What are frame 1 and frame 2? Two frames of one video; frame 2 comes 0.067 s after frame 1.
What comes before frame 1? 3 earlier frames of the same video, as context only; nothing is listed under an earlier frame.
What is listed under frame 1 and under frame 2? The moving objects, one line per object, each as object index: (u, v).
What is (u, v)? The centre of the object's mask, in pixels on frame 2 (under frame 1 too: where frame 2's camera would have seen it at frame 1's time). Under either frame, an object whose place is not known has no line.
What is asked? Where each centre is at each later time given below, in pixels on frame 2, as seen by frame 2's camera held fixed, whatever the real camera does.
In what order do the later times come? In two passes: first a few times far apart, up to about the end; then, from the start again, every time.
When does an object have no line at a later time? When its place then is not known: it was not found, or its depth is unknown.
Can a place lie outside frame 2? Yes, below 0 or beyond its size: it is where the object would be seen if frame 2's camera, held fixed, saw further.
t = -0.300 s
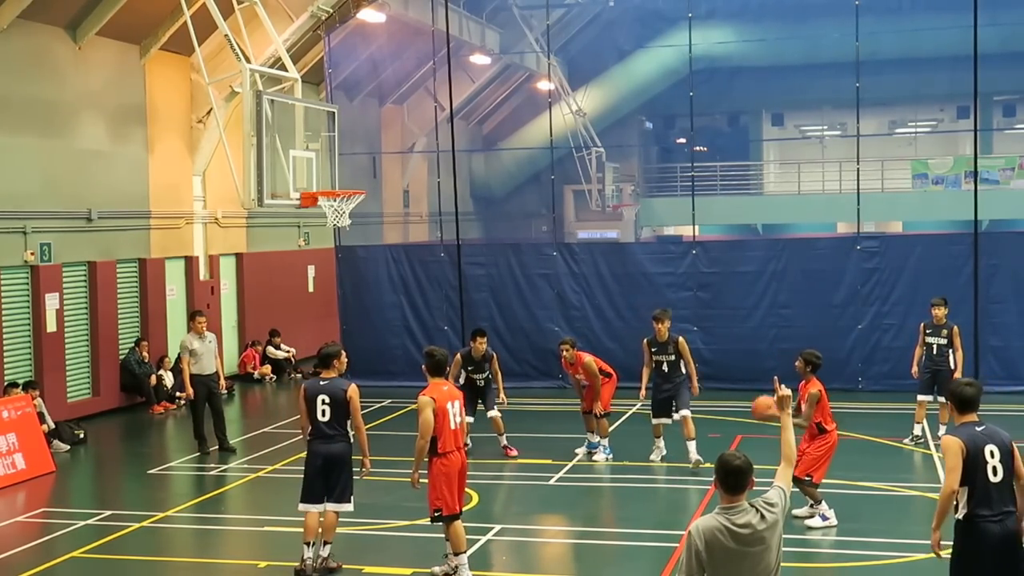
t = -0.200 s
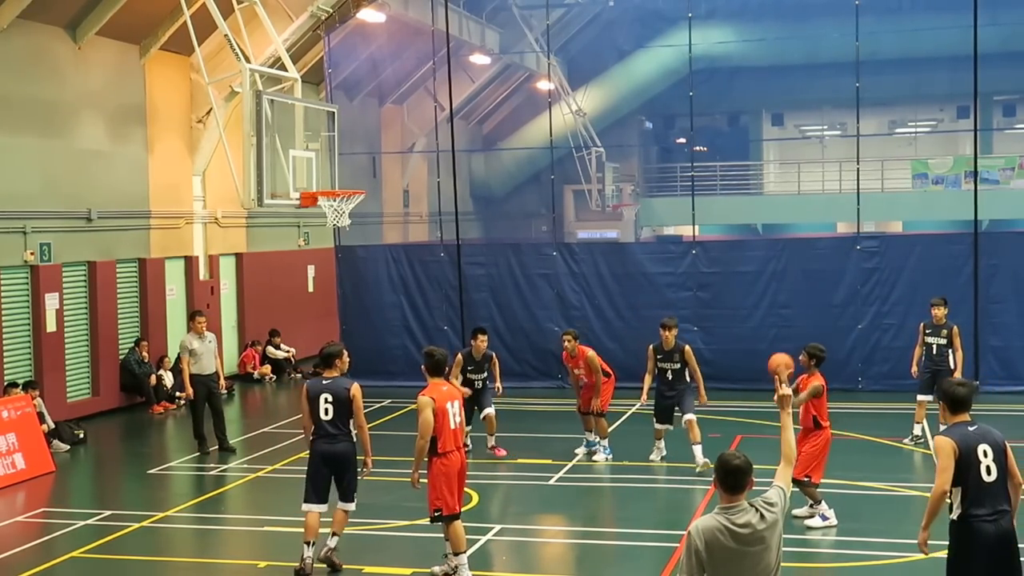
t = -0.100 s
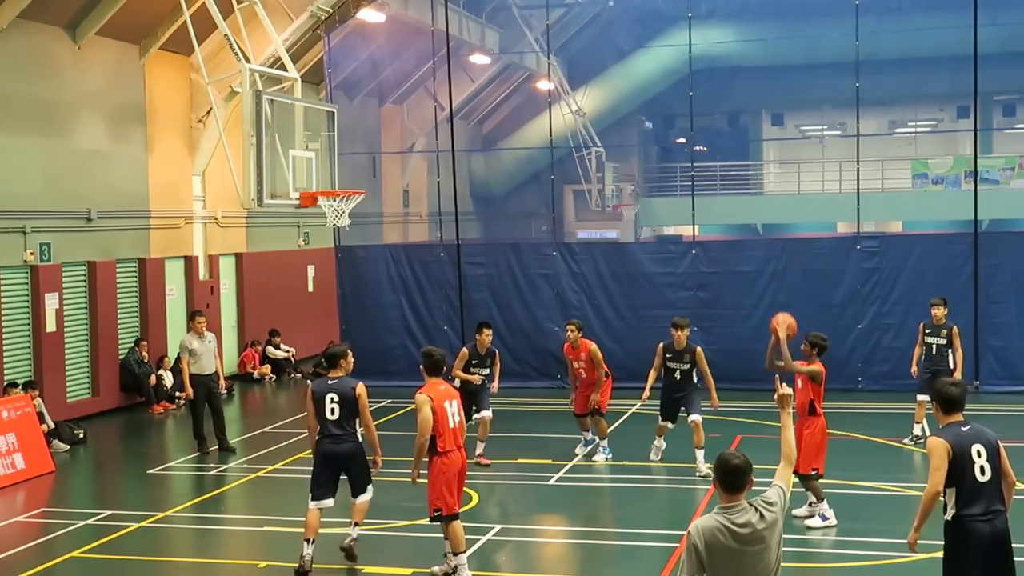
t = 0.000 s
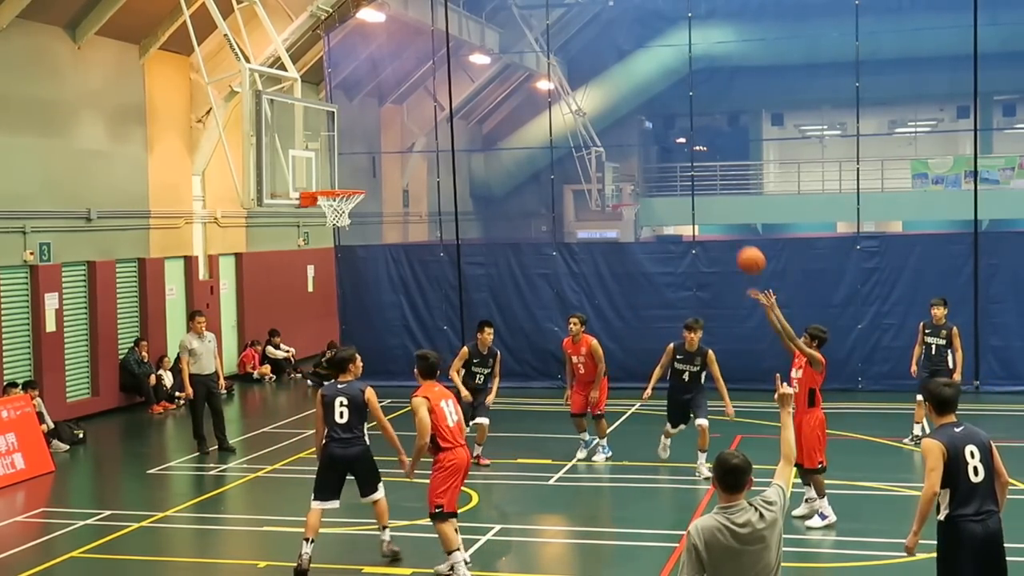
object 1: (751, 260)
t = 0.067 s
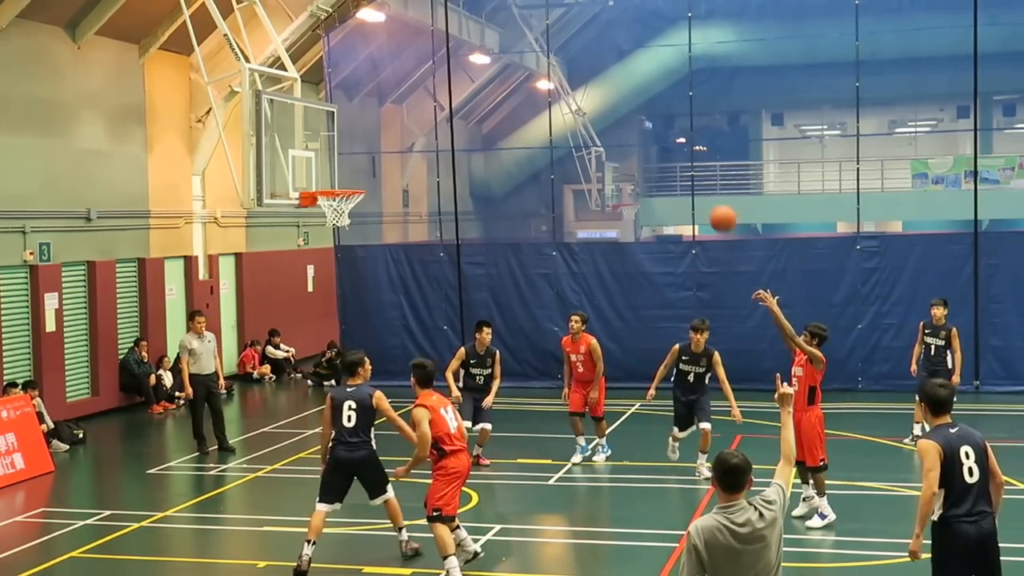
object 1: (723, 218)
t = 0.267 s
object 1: (641, 124)
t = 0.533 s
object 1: (537, 68)
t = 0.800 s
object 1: (441, 86)
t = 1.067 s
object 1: (352, 175)
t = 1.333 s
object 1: (322, 240)
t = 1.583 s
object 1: (314, 335)
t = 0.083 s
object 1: (716, 209)
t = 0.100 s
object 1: (709, 200)
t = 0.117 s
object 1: (702, 191)
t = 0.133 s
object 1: (695, 182)
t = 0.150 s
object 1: (688, 174)
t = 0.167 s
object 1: (681, 165)
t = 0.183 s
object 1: (674, 158)
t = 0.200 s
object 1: (668, 151)
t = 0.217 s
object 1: (661, 144)
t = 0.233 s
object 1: (654, 137)
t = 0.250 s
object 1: (648, 130)
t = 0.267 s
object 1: (641, 124)
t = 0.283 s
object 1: (634, 118)
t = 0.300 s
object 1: (628, 113)
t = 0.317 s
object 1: (621, 108)
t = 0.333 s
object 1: (614, 103)
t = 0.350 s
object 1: (608, 98)
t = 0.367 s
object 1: (601, 94)
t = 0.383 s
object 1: (594, 90)
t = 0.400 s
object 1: (587, 86)
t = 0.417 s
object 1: (581, 82)
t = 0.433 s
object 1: (575, 79)
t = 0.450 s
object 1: (569, 77)
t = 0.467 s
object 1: (563, 75)
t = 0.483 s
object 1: (556, 72)
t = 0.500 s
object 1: (550, 70)
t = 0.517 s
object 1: (544, 69)
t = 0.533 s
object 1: (537, 68)
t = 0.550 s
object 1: (531, 66)
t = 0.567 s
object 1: (525, 66)
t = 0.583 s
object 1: (518, 66)
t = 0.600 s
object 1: (513, 65)
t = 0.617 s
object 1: (507, 65)
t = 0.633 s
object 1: (500, 66)
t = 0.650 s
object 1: (495, 67)
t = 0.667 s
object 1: (489, 68)
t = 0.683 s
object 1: (483, 70)
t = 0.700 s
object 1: (476, 71)
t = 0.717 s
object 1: (470, 73)
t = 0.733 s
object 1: (464, 74)
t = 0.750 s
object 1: (458, 77)
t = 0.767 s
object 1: (453, 79)
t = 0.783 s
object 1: (447, 83)
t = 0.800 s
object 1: (441, 86)
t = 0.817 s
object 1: (435, 90)
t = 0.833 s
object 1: (430, 94)
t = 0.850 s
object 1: (424, 98)
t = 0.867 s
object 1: (418, 102)
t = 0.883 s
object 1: (412, 107)
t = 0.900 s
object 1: (406, 112)
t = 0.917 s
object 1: (401, 117)
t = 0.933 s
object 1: (395, 122)
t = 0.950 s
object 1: (390, 128)
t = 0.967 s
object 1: (384, 134)
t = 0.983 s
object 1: (379, 140)
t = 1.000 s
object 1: (373, 146)
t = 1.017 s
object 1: (368, 153)
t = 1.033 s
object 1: (363, 160)
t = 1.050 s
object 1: (357, 167)
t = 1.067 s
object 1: (352, 175)
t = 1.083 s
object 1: (347, 180)
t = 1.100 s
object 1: (343, 184)
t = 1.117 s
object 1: (335, 196)
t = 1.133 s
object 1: (333, 201)
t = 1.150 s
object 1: (329, 210)
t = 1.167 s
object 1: (328, 211)
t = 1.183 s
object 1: (328, 211)
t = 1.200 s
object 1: (327, 215)
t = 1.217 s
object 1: (326, 217)
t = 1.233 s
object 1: (326, 219)
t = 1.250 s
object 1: (325, 222)
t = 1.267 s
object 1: (324, 225)
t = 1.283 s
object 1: (324, 228)
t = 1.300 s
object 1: (323, 231)
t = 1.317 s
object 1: (322, 236)
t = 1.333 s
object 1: (322, 240)
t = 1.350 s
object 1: (321, 244)
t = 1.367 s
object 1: (321, 249)
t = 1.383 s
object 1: (320, 254)
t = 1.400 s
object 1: (320, 259)
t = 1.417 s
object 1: (319, 264)
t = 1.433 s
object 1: (319, 270)
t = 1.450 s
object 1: (319, 276)
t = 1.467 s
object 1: (318, 283)
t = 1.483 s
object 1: (318, 289)
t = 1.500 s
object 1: (317, 296)
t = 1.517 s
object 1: (316, 303)
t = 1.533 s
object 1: (316, 311)
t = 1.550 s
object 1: (315, 319)
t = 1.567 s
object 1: (315, 327)
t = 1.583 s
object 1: (314, 335)
